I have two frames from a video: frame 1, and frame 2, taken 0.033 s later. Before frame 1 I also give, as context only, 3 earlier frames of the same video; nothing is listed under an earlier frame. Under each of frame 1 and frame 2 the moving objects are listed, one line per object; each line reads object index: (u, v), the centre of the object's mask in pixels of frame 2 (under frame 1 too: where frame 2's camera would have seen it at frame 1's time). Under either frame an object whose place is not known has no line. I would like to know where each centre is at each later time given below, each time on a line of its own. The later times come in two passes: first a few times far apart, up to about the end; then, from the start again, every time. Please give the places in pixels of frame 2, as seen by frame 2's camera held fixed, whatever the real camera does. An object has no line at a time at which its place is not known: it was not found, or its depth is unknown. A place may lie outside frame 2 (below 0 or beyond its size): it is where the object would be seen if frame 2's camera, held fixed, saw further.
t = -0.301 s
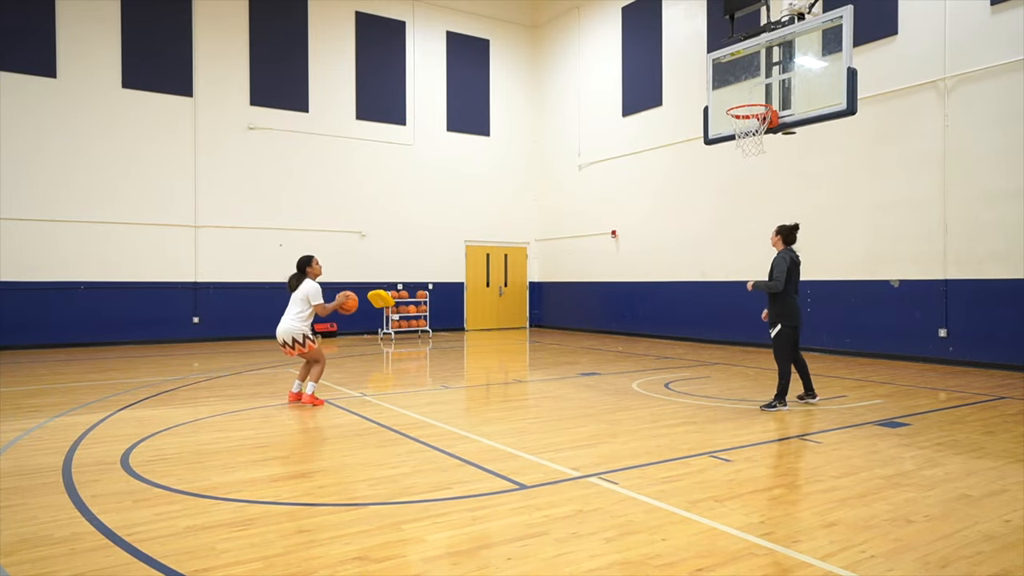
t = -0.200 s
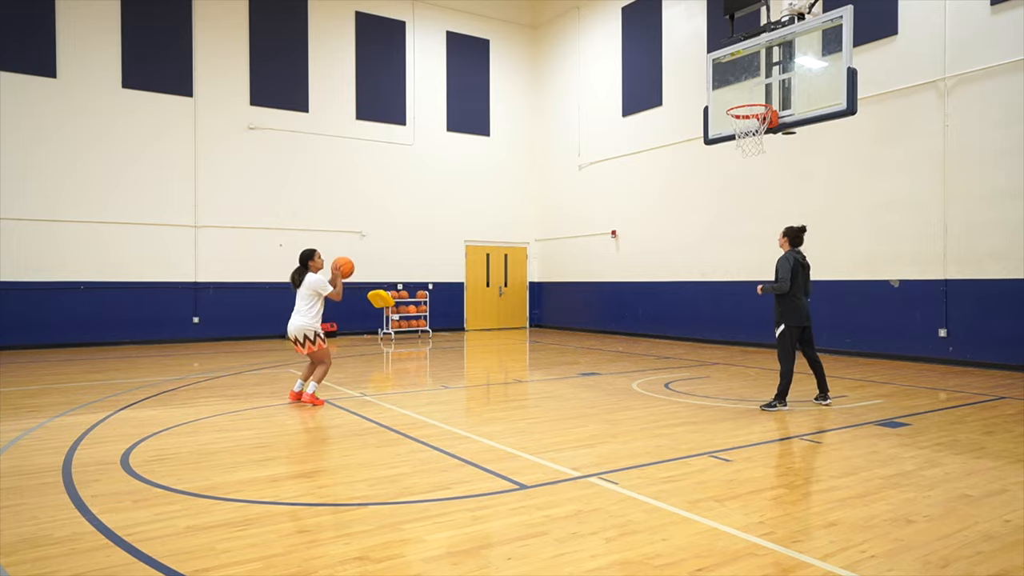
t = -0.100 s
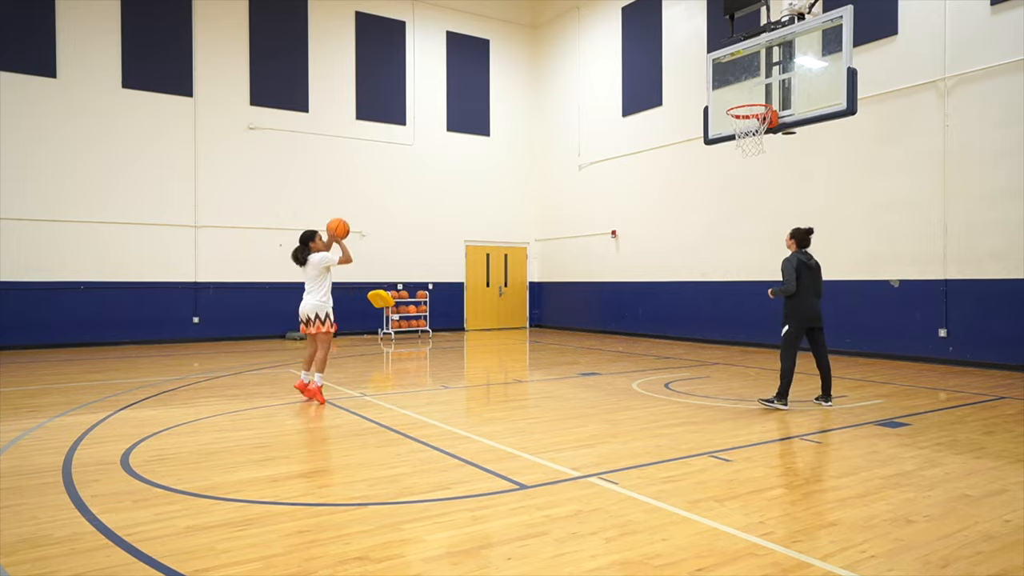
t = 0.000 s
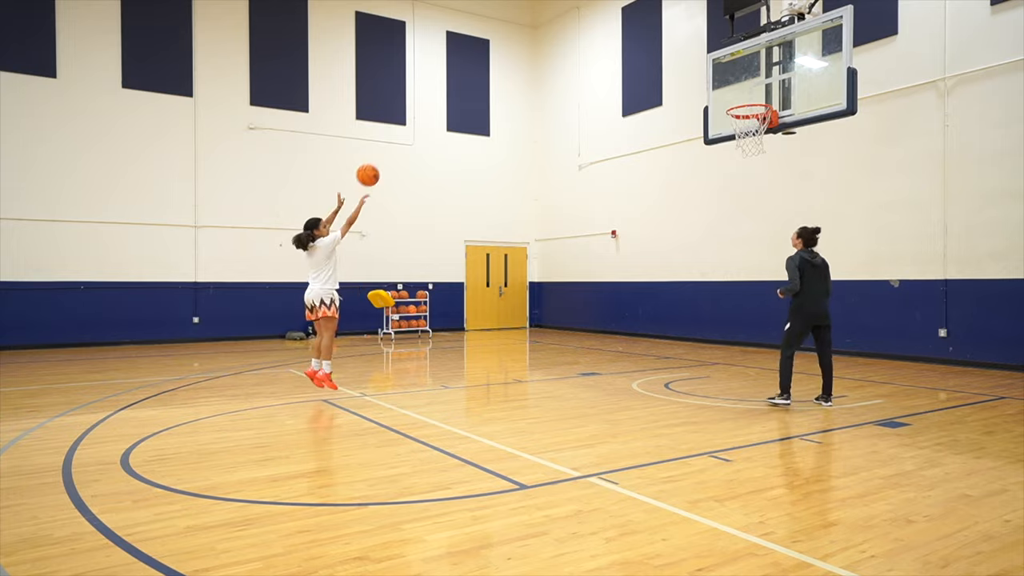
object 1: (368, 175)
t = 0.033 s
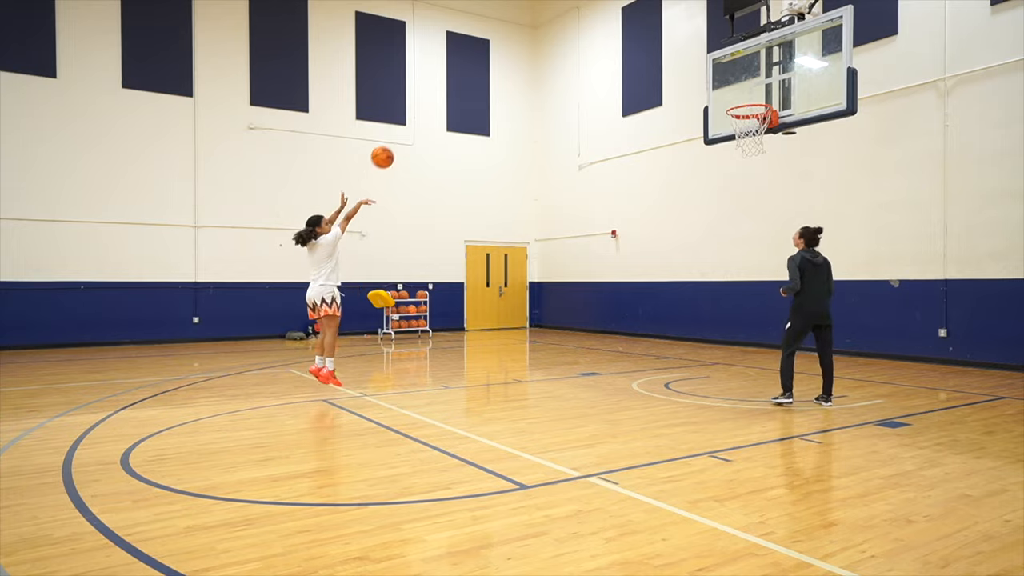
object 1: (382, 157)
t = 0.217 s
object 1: (459, 79)
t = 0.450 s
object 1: (550, 31)
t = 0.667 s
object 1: (630, 32)
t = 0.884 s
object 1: (704, 74)
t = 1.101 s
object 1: (751, 84)
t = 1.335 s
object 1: (737, 63)
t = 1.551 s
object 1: (722, 86)
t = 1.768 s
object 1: (706, 154)
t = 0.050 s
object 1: (389, 148)
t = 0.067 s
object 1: (396, 140)
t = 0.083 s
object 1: (404, 132)
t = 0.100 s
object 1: (411, 125)
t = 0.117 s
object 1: (418, 117)
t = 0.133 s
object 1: (425, 110)
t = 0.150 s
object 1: (432, 103)
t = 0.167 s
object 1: (439, 97)
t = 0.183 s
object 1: (446, 91)
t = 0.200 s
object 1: (453, 85)
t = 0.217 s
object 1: (459, 79)
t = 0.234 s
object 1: (466, 74)
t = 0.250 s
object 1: (473, 69)
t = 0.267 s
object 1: (479, 64)
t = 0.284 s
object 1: (486, 60)
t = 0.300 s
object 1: (492, 56)
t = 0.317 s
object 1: (500, 52)
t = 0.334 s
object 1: (506, 49)
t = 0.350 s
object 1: (512, 46)
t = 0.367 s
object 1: (519, 42)
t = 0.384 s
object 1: (525, 40)
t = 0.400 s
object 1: (532, 37)
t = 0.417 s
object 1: (538, 35)
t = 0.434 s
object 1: (544, 33)
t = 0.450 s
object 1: (550, 31)
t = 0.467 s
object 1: (557, 30)
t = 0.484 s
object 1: (563, 28)
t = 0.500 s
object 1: (569, 27)
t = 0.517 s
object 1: (575, 27)
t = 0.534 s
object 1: (581, 26)
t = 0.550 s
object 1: (588, 26)
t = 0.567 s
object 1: (593, 26)
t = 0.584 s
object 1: (600, 27)
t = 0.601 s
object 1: (606, 27)
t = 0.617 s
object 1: (612, 28)
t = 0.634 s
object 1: (618, 30)
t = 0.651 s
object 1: (624, 31)
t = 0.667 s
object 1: (630, 32)
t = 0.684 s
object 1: (636, 34)
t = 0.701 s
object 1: (641, 36)
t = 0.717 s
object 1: (647, 38)
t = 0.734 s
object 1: (653, 41)
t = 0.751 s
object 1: (658, 44)
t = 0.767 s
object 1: (664, 47)
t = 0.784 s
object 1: (670, 50)
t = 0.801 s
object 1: (676, 53)
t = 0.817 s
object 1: (682, 57)
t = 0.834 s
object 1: (687, 61)
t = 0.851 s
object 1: (693, 65)
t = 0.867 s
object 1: (698, 69)
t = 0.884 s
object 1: (704, 74)
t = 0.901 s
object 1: (710, 79)
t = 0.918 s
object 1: (715, 84)
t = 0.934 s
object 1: (720, 89)
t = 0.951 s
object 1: (726, 94)
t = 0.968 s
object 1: (731, 100)
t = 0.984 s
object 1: (736, 106)
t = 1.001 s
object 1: (738, 104)
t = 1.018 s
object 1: (741, 99)
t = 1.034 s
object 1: (743, 96)
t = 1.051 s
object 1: (745, 93)
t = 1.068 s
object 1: (747, 90)
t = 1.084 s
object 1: (749, 87)
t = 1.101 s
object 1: (751, 84)
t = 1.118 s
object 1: (751, 81)
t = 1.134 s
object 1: (750, 79)
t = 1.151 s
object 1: (749, 76)
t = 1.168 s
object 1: (748, 73)
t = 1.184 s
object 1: (747, 71)
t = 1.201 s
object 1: (745, 70)
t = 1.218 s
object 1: (744, 68)
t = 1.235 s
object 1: (744, 67)
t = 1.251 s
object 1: (743, 66)
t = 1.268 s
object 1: (742, 65)
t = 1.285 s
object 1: (741, 64)
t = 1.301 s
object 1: (739, 63)
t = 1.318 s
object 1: (738, 63)
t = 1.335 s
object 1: (737, 63)
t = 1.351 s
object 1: (736, 64)
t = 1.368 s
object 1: (735, 64)
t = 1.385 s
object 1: (734, 65)
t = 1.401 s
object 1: (733, 66)
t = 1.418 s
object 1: (731, 67)
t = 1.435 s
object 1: (731, 68)
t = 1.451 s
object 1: (729, 70)
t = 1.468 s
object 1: (728, 72)
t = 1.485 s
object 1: (727, 74)
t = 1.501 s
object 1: (726, 77)
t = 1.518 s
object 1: (724, 80)
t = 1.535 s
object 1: (723, 83)
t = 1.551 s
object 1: (722, 86)
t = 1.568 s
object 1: (721, 90)
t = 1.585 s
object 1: (720, 94)
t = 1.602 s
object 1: (718, 98)
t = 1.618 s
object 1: (717, 102)
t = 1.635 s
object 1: (716, 107)
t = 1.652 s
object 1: (715, 112)
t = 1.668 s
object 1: (714, 117)
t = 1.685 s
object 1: (713, 123)
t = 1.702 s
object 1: (711, 128)
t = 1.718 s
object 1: (710, 134)
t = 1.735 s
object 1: (709, 140)
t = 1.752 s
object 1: (708, 147)
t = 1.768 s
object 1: (706, 154)
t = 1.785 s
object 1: (705, 161)
